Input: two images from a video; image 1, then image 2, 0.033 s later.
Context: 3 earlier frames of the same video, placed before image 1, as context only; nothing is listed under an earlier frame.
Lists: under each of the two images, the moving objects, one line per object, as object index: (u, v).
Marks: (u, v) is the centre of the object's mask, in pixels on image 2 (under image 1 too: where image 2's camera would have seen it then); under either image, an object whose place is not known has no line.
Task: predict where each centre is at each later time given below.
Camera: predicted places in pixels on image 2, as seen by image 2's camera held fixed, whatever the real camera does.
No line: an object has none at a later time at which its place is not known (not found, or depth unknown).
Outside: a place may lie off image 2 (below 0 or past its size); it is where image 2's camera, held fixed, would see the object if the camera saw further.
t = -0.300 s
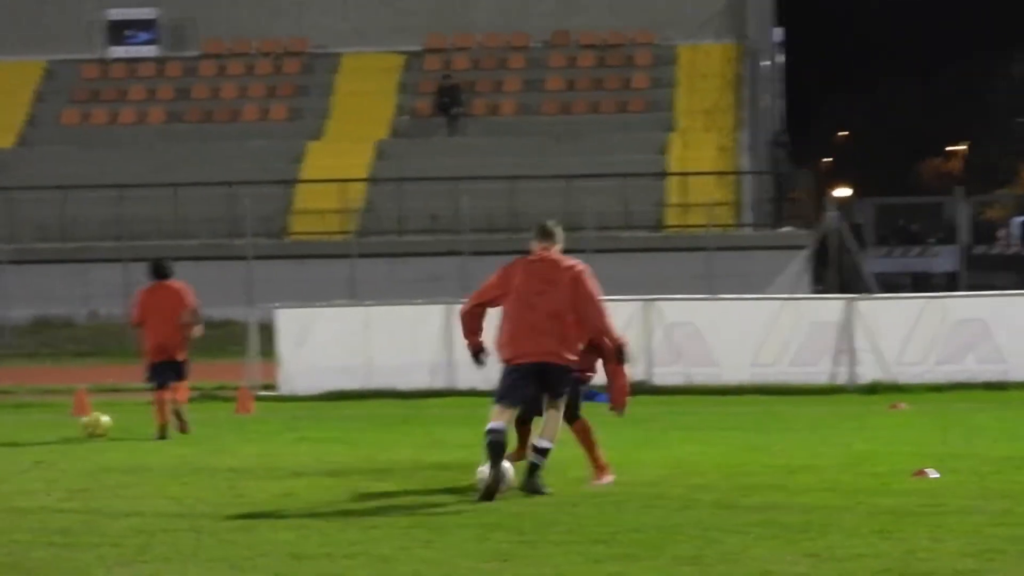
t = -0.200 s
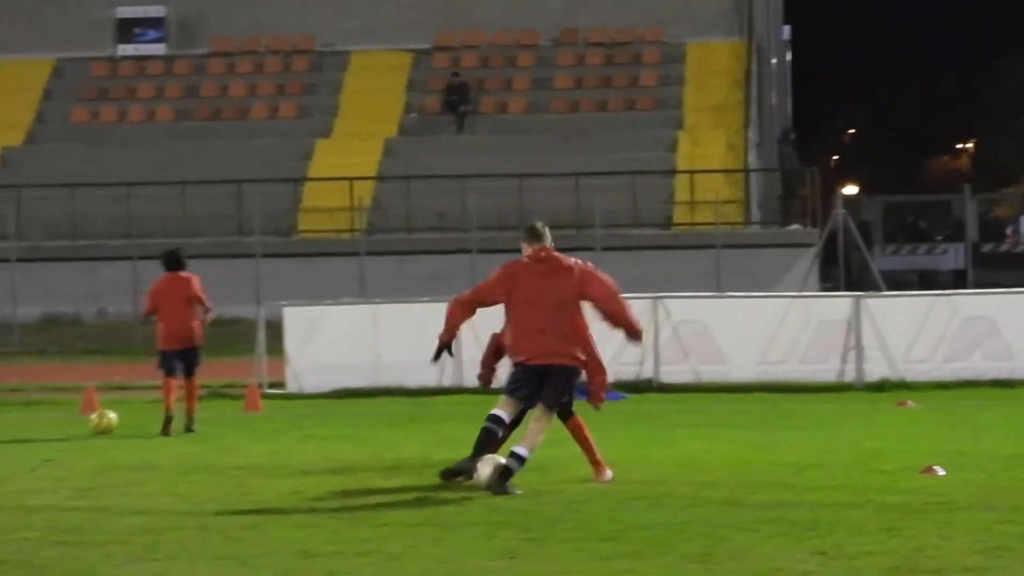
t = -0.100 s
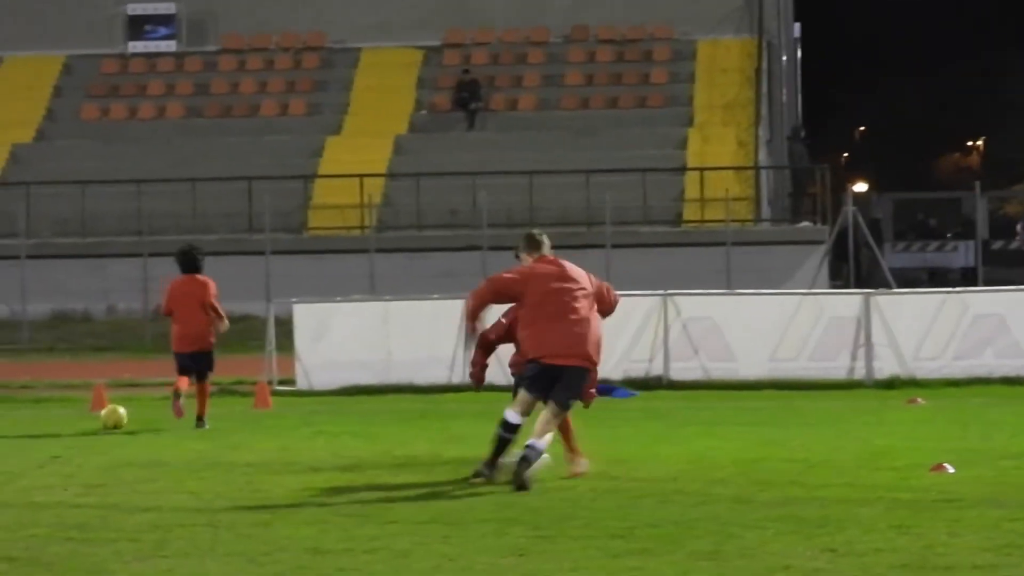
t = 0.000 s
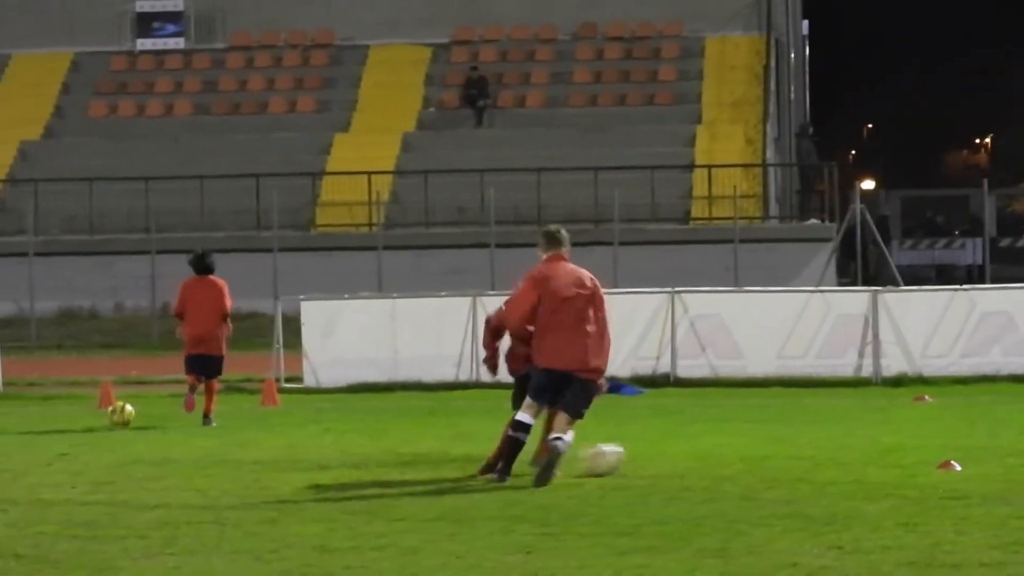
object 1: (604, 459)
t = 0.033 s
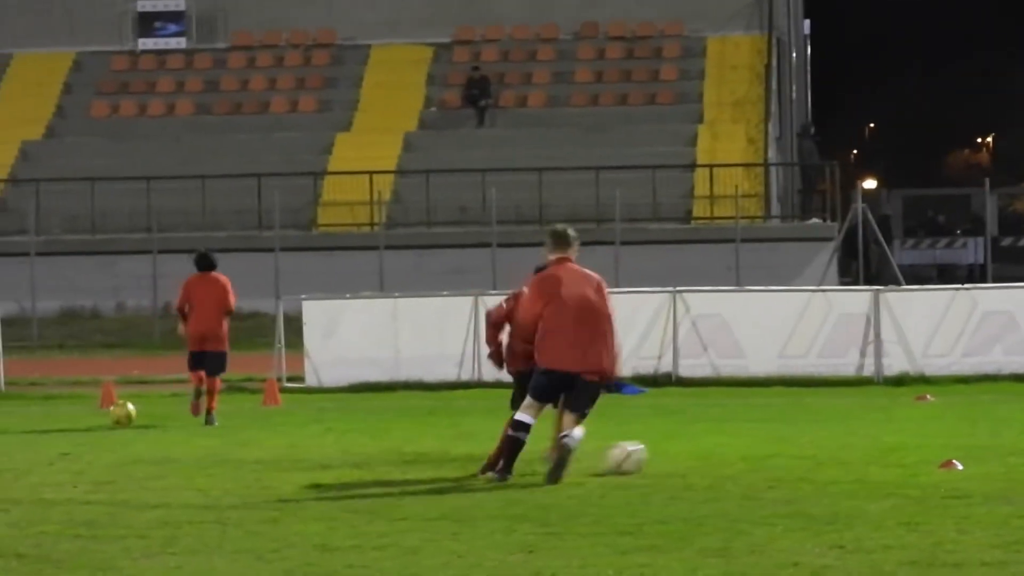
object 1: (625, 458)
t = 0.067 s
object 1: (643, 456)
